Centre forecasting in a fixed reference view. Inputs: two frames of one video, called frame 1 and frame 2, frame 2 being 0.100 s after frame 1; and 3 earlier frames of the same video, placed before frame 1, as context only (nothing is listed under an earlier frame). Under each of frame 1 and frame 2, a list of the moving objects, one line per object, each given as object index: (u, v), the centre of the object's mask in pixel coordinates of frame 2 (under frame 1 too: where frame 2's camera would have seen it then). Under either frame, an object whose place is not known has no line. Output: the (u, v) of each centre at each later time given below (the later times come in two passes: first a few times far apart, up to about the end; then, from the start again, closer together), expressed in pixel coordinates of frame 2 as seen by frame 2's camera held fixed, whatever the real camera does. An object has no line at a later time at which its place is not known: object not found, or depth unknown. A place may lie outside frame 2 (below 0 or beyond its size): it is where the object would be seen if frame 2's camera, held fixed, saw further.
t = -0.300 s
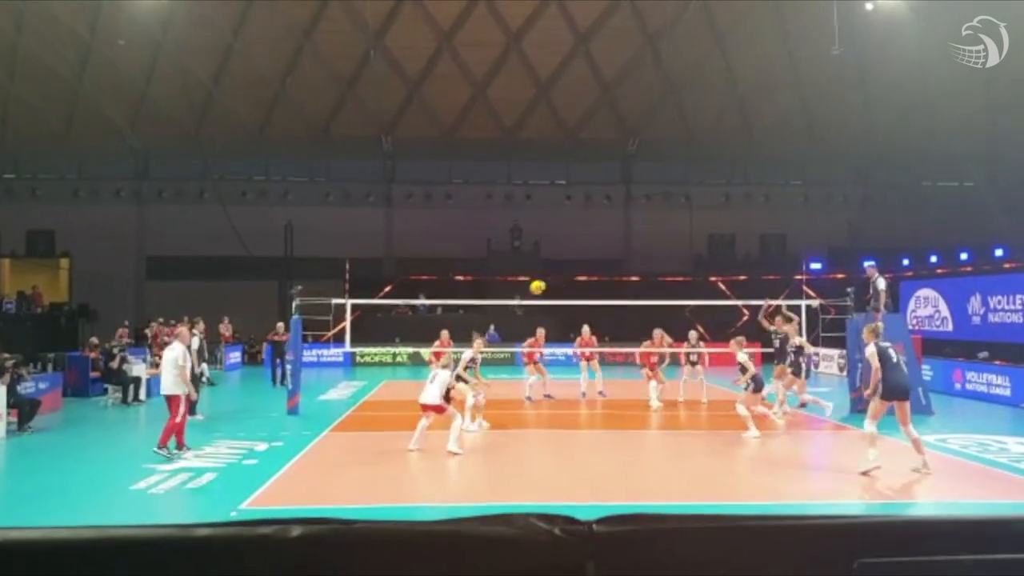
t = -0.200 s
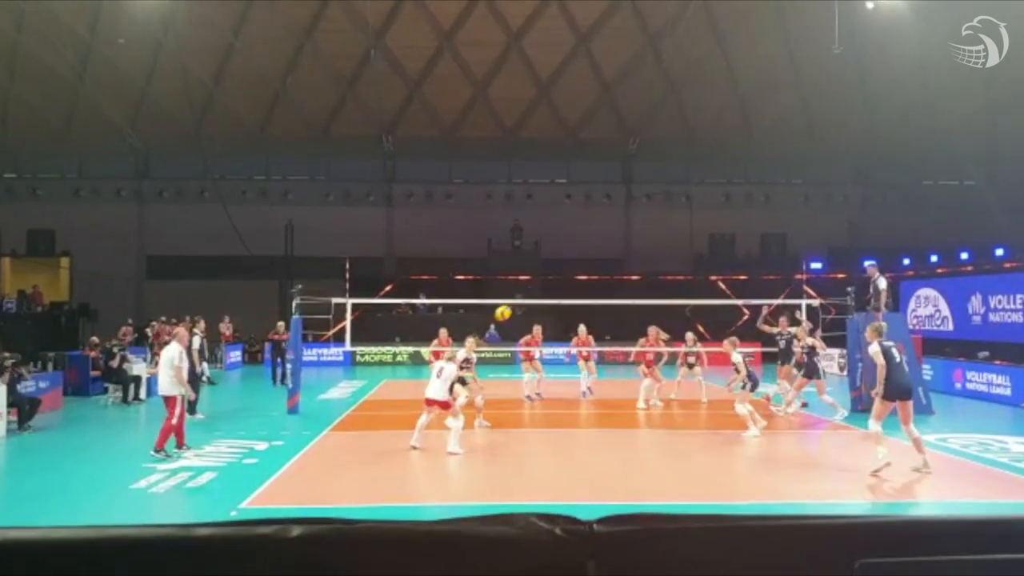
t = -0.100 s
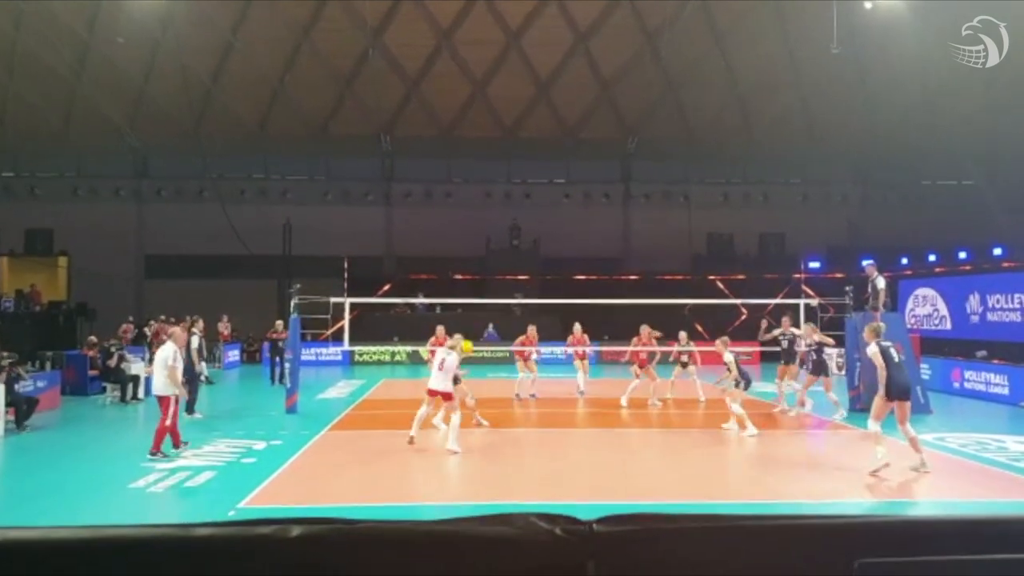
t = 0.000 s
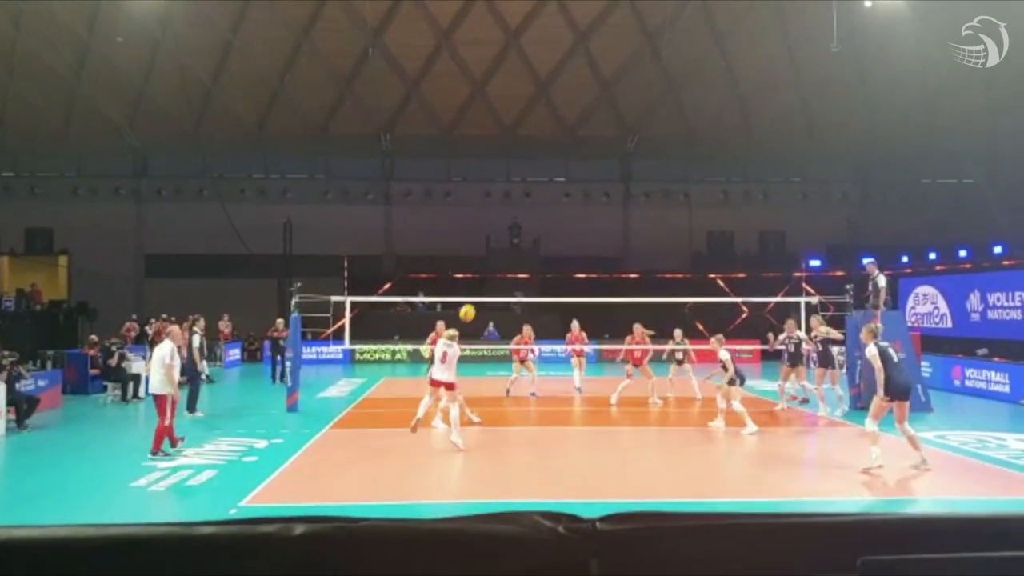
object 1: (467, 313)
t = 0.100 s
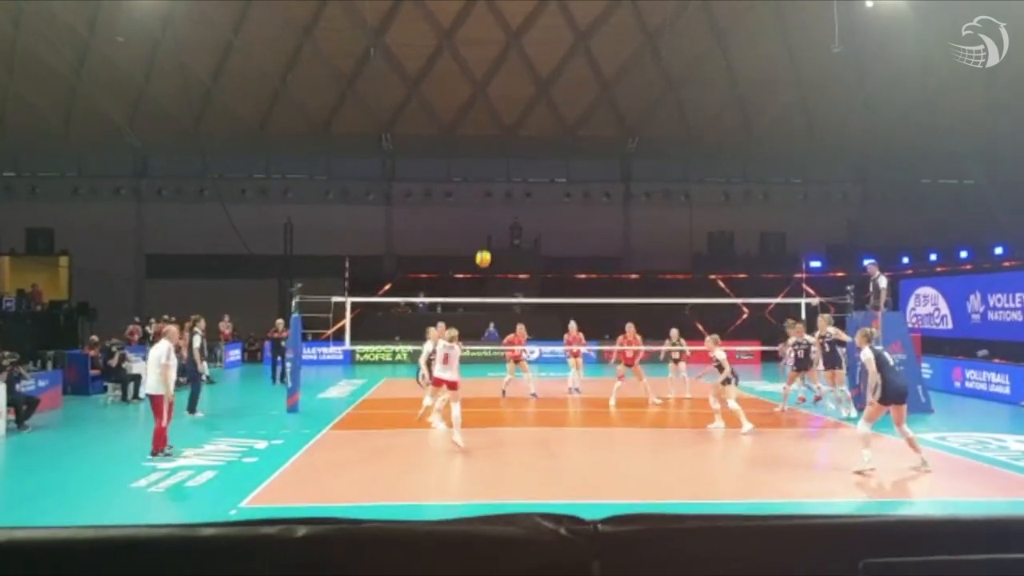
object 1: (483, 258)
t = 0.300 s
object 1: (511, 171)
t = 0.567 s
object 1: (545, 98)
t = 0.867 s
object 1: (580, 71)
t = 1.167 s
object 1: (613, 97)
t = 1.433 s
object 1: (639, 163)
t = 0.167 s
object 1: (493, 226)
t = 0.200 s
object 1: (497, 211)
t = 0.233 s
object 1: (502, 196)
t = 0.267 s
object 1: (507, 184)
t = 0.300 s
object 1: (511, 171)
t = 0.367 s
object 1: (520, 149)
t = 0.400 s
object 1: (525, 138)
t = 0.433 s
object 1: (528, 128)
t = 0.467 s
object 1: (533, 120)
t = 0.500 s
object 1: (537, 112)
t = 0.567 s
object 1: (545, 98)
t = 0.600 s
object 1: (549, 92)
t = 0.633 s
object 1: (553, 88)
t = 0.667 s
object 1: (557, 83)
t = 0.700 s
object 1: (561, 79)
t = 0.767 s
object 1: (569, 74)
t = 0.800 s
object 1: (573, 73)
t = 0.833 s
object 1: (576, 71)
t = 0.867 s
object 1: (580, 71)
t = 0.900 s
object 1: (584, 72)
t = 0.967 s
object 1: (591, 74)
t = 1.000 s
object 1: (595, 76)
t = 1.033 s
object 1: (598, 80)
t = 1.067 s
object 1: (602, 83)
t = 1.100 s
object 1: (606, 87)
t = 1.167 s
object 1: (613, 97)
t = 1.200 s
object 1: (616, 104)
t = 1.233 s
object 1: (620, 110)
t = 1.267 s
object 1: (623, 118)
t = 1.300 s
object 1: (626, 126)
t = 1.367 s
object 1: (633, 143)
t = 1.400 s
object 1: (636, 153)
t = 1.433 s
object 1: (639, 163)
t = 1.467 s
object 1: (643, 173)
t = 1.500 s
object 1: (646, 184)
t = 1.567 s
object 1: (654, 208)
